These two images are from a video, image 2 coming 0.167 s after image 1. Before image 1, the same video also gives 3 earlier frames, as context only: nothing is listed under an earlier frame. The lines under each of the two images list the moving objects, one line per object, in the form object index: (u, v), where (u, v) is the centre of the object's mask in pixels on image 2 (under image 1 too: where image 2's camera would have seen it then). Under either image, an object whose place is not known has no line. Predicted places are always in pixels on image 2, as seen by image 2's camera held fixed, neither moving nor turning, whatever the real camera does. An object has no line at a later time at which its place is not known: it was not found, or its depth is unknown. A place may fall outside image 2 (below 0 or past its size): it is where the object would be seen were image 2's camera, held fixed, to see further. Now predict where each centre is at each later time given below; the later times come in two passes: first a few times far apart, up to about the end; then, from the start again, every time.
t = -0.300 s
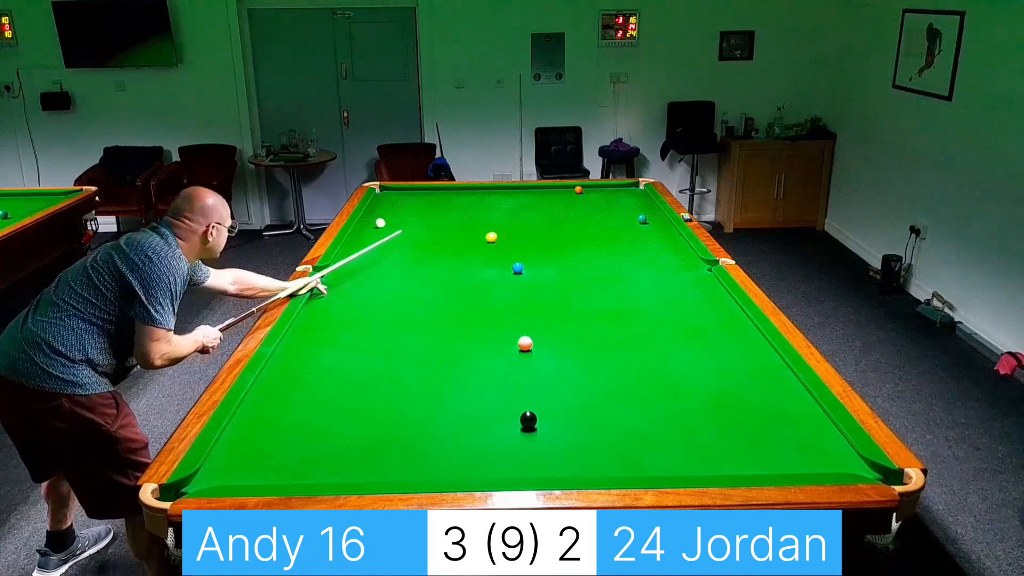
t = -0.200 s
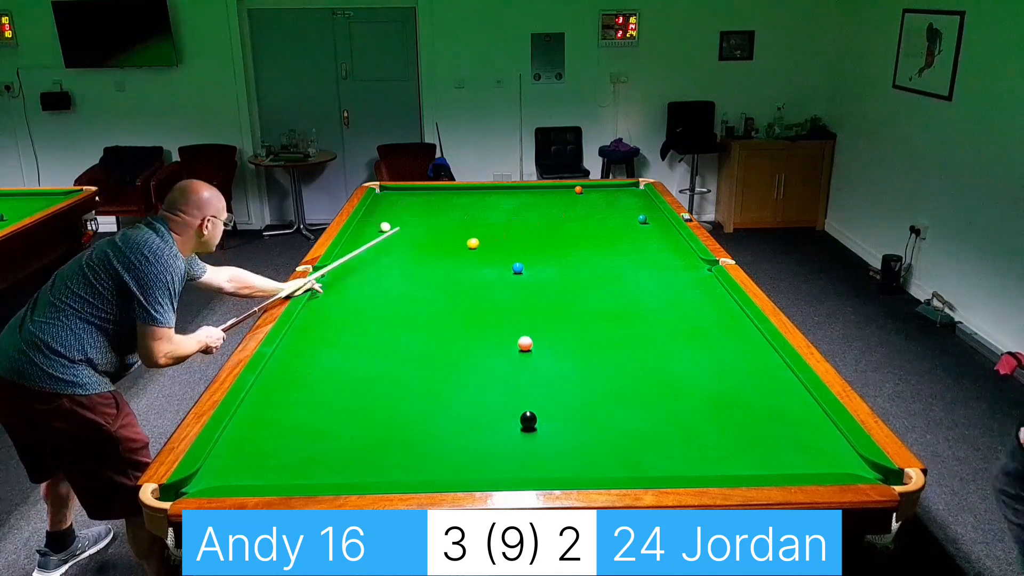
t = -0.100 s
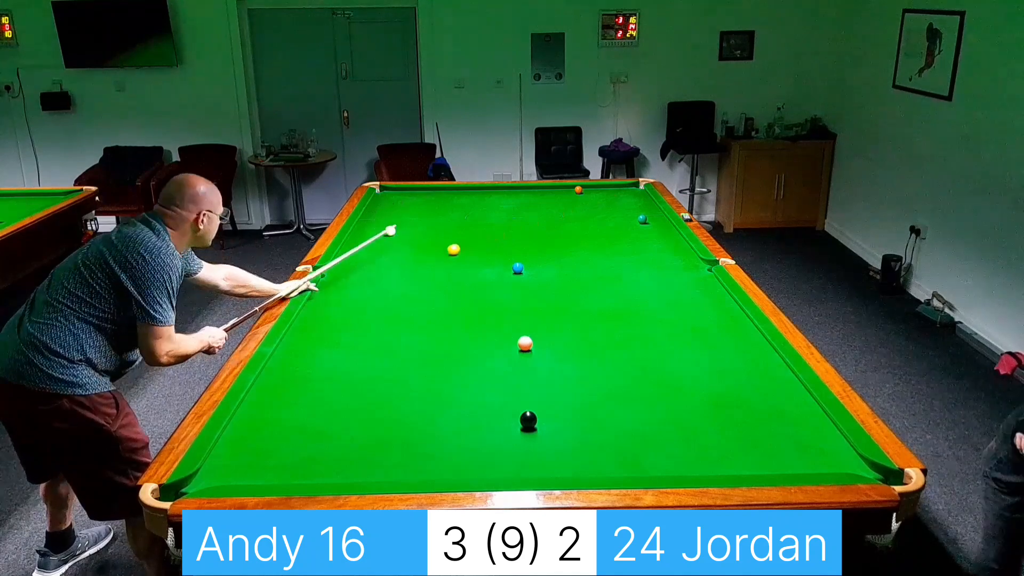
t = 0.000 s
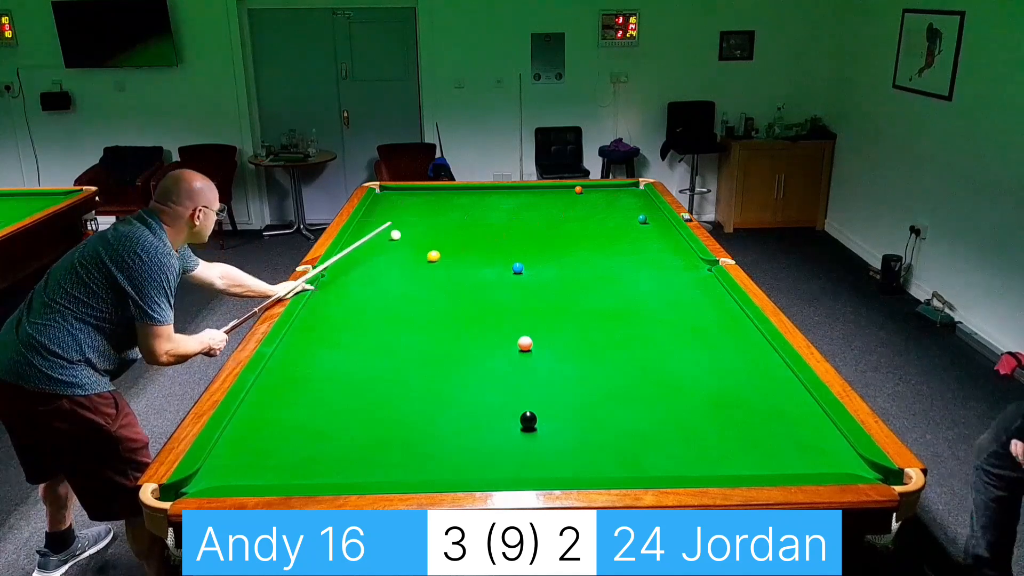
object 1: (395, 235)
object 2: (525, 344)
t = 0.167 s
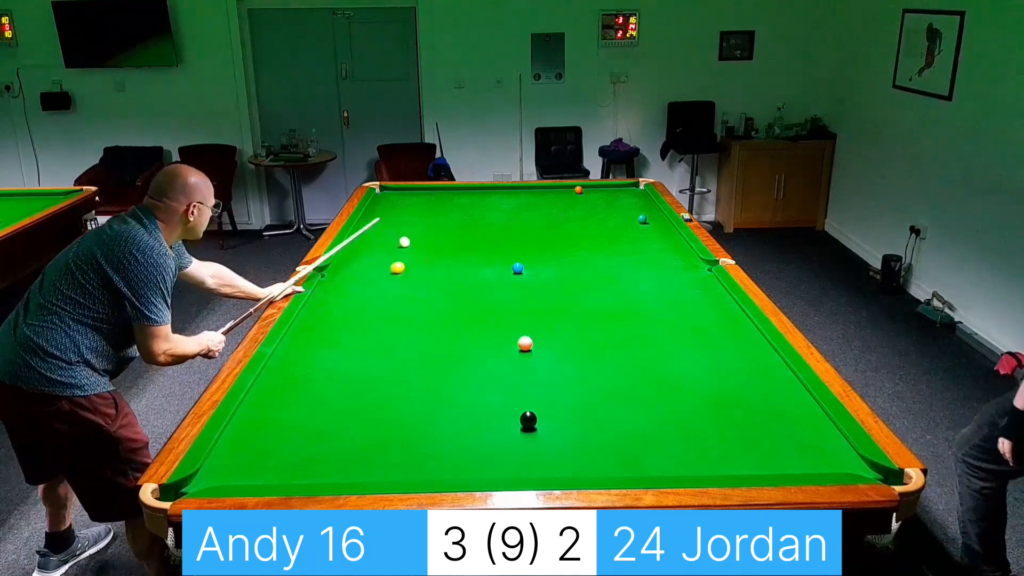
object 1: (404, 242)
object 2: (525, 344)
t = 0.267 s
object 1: (409, 246)
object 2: (525, 344)
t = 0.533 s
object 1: (425, 258)
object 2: (525, 344)
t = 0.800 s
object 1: (442, 271)
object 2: (525, 344)
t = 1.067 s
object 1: (460, 285)
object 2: (525, 344)
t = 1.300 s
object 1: (477, 298)
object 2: (525, 344)
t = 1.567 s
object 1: (498, 314)
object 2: (525, 344)
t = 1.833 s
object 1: (521, 330)
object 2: (525, 344)
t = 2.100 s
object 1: (552, 344)
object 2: (520, 349)
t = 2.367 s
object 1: (587, 354)
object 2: (512, 356)
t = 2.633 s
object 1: (622, 363)
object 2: (505, 362)
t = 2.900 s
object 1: (658, 373)
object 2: (499, 369)
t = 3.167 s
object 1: (695, 383)
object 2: (494, 375)
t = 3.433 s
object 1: (731, 393)
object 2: (489, 379)
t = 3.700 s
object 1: (768, 403)
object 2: (486, 383)
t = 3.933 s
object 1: (799, 411)
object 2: (483, 386)
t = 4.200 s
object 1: (817, 419)
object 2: (480, 389)
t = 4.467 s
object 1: (806, 426)
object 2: (479, 390)
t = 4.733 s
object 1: (795, 432)
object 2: (479, 391)
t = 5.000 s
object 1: (785, 437)
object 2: (479, 391)
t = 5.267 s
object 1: (776, 442)
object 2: (479, 391)
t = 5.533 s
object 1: (767, 446)
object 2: (479, 391)
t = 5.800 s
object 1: (760, 449)
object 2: (479, 391)
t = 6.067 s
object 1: (755, 451)
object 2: (479, 391)
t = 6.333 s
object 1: (750, 452)
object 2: (479, 391)
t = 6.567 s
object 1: (748, 453)
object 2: (479, 391)
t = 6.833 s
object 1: (746, 454)
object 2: (479, 391)
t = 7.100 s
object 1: (746, 454)
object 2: (479, 391)
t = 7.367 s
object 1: (746, 454)
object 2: (479, 391)
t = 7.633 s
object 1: (746, 454)
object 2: (479, 391)
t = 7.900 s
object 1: (746, 454)
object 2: (479, 391)
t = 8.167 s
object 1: (746, 454)
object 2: (479, 391)
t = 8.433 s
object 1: (746, 455)
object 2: (479, 391)
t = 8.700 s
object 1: (746, 454)
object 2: (479, 391)
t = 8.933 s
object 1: (746, 454)
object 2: (479, 391)
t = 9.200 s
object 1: (746, 455)
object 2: (479, 391)
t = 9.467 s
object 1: (746, 455)
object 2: (479, 391)
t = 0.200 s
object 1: (406, 243)
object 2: (525, 344)
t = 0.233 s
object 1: (408, 245)
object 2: (525, 344)
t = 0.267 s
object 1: (409, 246)
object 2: (525, 344)
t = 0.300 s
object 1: (411, 248)
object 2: (525, 344)
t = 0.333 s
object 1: (413, 249)
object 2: (525, 344)
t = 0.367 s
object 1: (415, 251)
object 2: (525, 344)
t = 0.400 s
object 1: (417, 252)
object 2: (525, 344)
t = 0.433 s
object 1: (419, 254)
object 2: (525, 344)
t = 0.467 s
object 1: (421, 255)
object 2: (525, 344)
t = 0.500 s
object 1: (423, 257)
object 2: (525, 344)
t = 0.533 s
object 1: (425, 258)
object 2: (525, 344)
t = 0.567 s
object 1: (427, 260)
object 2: (525, 344)
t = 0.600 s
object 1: (429, 262)
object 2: (525, 344)
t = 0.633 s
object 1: (431, 263)
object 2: (525, 344)
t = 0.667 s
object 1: (434, 265)
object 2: (525, 344)
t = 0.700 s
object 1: (436, 266)
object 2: (525, 344)
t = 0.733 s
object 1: (438, 268)
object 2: (525, 344)
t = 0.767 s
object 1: (440, 270)
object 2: (525, 344)
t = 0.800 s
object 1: (442, 271)
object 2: (525, 344)
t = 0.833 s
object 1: (444, 273)
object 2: (525, 344)
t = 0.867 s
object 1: (446, 275)
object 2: (525, 344)
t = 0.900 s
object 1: (449, 277)
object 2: (525, 344)
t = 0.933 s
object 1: (451, 278)
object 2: (525, 344)
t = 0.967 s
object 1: (453, 280)
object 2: (525, 344)
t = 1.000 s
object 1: (456, 282)
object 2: (525, 344)
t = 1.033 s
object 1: (458, 284)
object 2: (525, 344)
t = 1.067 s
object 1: (460, 285)
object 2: (525, 344)
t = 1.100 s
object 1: (462, 287)
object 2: (525, 344)
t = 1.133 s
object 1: (465, 289)
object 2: (525, 344)
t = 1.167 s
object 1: (467, 291)
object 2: (525, 344)
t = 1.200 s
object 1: (470, 292)
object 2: (525, 344)
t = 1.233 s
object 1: (472, 294)
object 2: (525, 344)
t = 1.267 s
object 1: (475, 296)
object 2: (525, 344)
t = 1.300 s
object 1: (477, 298)
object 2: (525, 344)
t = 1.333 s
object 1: (480, 300)
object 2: (525, 344)
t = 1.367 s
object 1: (482, 302)
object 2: (525, 344)
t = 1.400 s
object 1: (485, 304)
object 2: (525, 344)
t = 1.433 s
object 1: (488, 306)
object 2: (525, 344)
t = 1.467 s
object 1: (490, 308)
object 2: (525, 344)
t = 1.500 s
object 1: (493, 310)
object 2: (525, 344)
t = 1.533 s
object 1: (496, 312)
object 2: (525, 344)
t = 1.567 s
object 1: (498, 314)
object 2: (525, 344)
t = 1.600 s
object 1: (501, 316)
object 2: (525, 344)
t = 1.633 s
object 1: (504, 318)
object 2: (525, 344)
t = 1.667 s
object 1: (507, 320)
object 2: (525, 344)
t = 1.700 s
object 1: (509, 323)
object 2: (525, 344)
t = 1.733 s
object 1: (512, 325)
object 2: (525, 344)
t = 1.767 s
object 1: (515, 327)
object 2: (525, 344)
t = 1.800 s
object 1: (518, 329)
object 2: (525, 344)
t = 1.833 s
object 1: (521, 330)
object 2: (525, 344)
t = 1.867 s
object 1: (524, 331)
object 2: (525, 344)
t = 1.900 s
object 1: (528, 333)
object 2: (525, 345)
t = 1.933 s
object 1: (532, 336)
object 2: (525, 344)
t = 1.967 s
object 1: (535, 339)
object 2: (524, 345)
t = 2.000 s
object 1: (539, 340)
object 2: (523, 346)
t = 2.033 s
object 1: (543, 341)
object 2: (522, 347)
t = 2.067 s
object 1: (547, 342)
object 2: (521, 348)
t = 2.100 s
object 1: (552, 344)
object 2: (520, 349)
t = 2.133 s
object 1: (556, 345)
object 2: (519, 350)
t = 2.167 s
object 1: (560, 346)
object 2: (518, 350)
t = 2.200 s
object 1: (565, 347)
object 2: (517, 351)
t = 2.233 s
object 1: (569, 349)
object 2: (516, 352)
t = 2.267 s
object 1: (573, 350)
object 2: (515, 353)
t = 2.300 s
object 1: (578, 351)
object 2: (514, 354)
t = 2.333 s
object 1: (582, 352)
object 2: (513, 355)
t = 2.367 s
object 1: (587, 354)
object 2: (512, 356)
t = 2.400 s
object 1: (591, 355)
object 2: (511, 357)
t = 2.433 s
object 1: (596, 356)
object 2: (510, 357)
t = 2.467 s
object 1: (600, 357)
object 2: (510, 358)
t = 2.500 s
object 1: (604, 358)
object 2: (509, 359)
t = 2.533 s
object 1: (609, 360)
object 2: (508, 360)
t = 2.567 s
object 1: (613, 361)
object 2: (507, 361)
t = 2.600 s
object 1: (618, 362)
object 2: (506, 362)
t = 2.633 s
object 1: (622, 363)
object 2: (505, 362)
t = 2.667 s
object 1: (627, 365)
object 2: (504, 363)
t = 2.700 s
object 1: (631, 366)
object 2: (504, 364)
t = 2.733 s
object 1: (636, 367)
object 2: (503, 365)
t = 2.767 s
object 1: (640, 368)
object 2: (502, 366)
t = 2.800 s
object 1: (645, 370)
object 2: (501, 366)
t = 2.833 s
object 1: (649, 371)
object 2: (501, 367)
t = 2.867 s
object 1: (654, 372)
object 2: (500, 368)
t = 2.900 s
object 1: (658, 373)
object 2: (499, 369)
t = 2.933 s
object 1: (663, 375)
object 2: (499, 370)
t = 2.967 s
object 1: (667, 376)
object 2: (498, 370)
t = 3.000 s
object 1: (672, 377)
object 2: (497, 371)
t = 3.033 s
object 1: (676, 378)
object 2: (497, 371)
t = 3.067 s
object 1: (681, 380)
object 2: (496, 372)
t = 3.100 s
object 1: (686, 381)
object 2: (495, 373)
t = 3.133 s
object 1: (690, 382)
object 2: (495, 374)
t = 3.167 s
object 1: (695, 383)
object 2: (494, 375)
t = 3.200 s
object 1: (699, 384)
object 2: (493, 375)
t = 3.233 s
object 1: (704, 385)
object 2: (493, 376)
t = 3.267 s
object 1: (708, 387)
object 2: (492, 376)
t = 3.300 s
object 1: (713, 388)
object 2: (492, 377)
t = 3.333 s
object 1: (718, 389)
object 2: (491, 377)
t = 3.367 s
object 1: (722, 391)
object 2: (491, 378)
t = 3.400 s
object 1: (727, 391)
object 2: (490, 378)
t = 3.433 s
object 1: (731, 393)
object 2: (489, 379)
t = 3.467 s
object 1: (736, 394)
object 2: (489, 380)
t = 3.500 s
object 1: (741, 395)
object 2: (488, 380)
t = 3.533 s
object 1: (745, 397)
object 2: (488, 381)
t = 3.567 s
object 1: (750, 398)
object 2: (487, 381)
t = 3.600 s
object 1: (754, 399)
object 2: (487, 382)
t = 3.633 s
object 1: (759, 400)
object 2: (486, 382)
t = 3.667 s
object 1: (763, 402)
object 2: (486, 383)
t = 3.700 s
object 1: (768, 403)
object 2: (486, 383)
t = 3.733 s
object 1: (772, 404)
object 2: (485, 384)
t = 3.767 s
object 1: (777, 405)
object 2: (485, 384)
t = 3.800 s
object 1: (781, 406)
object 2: (484, 385)
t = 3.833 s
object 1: (786, 408)
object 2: (484, 385)
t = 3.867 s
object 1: (790, 409)
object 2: (483, 386)
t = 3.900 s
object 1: (794, 410)
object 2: (483, 386)
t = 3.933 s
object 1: (799, 411)
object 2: (483, 386)
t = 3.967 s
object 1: (803, 412)
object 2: (482, 387)
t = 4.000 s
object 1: (808, 413)
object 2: (482, 387)
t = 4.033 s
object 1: (812, 415)
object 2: (482, 387)
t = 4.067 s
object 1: (816, 415)
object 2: (481, 388)
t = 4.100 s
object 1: (820, 417)
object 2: (481, 388)
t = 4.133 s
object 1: (820, 418)
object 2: (481, 388)
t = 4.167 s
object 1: (818, 419)
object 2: (481, 389)
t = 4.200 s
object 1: (817, 419)
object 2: (480, 389)
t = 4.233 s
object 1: (815, 420)
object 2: (480, 389)
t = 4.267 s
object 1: (814, 421)
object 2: (480, 389)
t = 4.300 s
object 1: (812, 422)
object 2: (480, 390)
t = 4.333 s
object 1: (811, 423)
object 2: (480, 390)
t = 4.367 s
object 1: (810, 424)
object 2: (480, 390)
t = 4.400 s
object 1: (808, 425)
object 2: (479, 390)
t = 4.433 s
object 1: (807, 425)
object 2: (479, 390)
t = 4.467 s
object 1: (806, 426)
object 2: (479, 390)
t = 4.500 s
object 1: (804, 427)
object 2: (479, 391)
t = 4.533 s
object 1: (803, 428)
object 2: (479, 391)
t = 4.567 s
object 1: (801, 428)
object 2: (479, 391)
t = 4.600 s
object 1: (800, 429)
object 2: (479, 391)
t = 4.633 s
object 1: (799, 430)
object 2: (479, 391)
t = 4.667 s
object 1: (797, 430)
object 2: (479, 391)
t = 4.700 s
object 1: (796, 431)
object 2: (479, 391)
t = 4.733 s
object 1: (795, 432)
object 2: (479, 391)
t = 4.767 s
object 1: (793, 433)
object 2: (479, 391)
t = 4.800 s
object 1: (792, 434)
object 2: (479, 391)
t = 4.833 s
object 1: (791, 434)
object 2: (479, 391)
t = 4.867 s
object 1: (790, 435)
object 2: (479, 391)
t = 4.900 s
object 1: (788, 436)
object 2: (479, 391)
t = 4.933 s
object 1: (787, 436)
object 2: (479, 391)
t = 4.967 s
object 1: (786, 437)
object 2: (479, 391)
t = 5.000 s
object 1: (785, 437)
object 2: (479, 391)
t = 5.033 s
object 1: (784, 438)
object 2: (479, 391)
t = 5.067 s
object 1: (782, 439)
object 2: (479, 391)
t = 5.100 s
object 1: (781, 439)
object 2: (479, 391)
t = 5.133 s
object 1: (780, 440)
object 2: (479, 391)
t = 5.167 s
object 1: (779, 440)
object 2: (479, 391)
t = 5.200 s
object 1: (778, 441)
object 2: (479, 391)
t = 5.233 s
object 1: (777, 442)
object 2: (479, 391)
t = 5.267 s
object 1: (776, 442)
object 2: (479, 391)
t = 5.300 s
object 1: (774, 443)
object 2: (479, 391)
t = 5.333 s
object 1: (773, 443)
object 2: (479, 391)
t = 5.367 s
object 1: (772, 444)
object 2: (479, 391)
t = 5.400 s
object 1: (771, 444)
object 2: (479, 391)
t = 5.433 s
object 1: (770, 444)
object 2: (479, 391)
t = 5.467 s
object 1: (769, 445)
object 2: (479, 391)
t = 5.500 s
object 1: (768, 445)
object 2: (479, 391)
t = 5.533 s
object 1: (767, 446)
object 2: (479, 391)
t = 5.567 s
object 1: (766, 446)
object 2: (479, 391)
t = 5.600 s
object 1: (765, 447)
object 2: (479, 391)
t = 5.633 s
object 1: (764, 447)
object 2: (479, 391)
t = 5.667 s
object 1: (764, 447)
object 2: (479, 391)
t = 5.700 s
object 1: (763, 448)
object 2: (479, 391)
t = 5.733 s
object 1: (762, 448)
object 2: (479, 391)
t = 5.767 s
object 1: (761, 449)
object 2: (479, 391)
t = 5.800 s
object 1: (760, 449)
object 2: (479, 391)
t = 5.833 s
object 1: (760, 449)
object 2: (479, 391)
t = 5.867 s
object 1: (759, 449)
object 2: (479, 391)
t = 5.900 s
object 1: (758, 450)
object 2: (479, 391)
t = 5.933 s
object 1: (757, 450)
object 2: (479, 391)
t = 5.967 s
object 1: (757, 450)
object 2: (479, 391)
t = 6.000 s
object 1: (756, 451)
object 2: (479, 391)
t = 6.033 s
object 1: (756, 451)
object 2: (479, 391)
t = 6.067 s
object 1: (755, 451)
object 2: (479, 391)
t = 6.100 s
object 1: (754, 451)
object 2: (479, 391)
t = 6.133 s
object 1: (754, 451)
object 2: (479, 391)
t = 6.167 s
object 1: (753, 452)
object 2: (479, 391)
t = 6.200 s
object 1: (752, 452)
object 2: (479, 391)
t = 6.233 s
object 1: (752, 452)
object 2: (479, 391)
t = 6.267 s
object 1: (751, 452)
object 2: (479, 391)
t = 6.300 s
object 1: (751, 452)
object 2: (479, 391)
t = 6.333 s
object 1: (750, 452)
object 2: (479, 391)
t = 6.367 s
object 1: (750, 453)
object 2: (479, 391)
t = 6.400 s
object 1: (750, 453)
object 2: (479, 391)
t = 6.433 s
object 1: (749, 453)
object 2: (479, 391)
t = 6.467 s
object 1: (749, 453)
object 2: (479, 391)
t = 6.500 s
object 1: (748, 453)
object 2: (479, 391)
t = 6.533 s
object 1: (748, 453)
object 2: (479, 391)
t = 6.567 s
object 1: (748, 453)
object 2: (479, 391)
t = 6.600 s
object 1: (748, 453)
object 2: (479, 391)
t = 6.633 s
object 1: (747, 453)
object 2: (479, 391)
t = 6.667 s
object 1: (747, 453)
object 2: (479, 391)
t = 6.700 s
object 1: (747, 453)
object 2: (479, 391)
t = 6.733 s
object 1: (747, 454)
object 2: (479, 391)
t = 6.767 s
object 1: (746, 454)
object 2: (479, 391)
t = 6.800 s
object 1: (746, 454)
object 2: (479, 391)
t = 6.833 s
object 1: (746, 454)
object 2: (479, 391)
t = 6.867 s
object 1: (746, 454)
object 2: (479, 391)
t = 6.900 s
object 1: (746, 454)
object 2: (479, 391)
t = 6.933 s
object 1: (746, 454)
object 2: (479, 391)
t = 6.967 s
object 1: (746, 454)
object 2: (479, 391)
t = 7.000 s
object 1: (746, 454)
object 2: (479, 391)
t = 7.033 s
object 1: (746, 454)
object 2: (479, 391)
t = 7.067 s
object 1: (746, 454)
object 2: (479, 391)
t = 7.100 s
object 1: (746, 454)
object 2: (479, 391)
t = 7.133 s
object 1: (746, 454)
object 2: (479, 391)
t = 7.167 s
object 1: (746, 454)
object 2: (479, 391)
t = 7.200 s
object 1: (746, 454)
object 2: (479, 391)
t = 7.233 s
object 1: (746, 454)
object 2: (479, 391)
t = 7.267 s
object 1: (746, 454)
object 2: (479, 391)
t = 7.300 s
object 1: (746, 454)
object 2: (479, 391)
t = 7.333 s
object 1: (746, 454)
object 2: (479, 391)
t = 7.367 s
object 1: (746, 454)
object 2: (479, 391)
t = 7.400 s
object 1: (746, 454)
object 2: (479, 391)
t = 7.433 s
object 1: (746, 454)
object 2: (479, 391)
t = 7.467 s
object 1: (746, 454)
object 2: (479, 391)
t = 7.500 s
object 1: (746, 454)
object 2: (479, 391)
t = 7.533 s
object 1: (746, 454)
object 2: (479, 391)
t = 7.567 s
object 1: (746, 454)
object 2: (479, 391)
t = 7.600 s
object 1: (746, 454)
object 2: (479, 391)
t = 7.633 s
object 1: (746, 454)
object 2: (479, 391)
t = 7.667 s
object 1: (746, 454)
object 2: (479, 391)
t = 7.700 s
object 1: (746, 454)
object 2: (479, 391)
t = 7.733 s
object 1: (746, 454)
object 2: (479, 391)
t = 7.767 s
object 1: (746, 454)
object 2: (479, 391)
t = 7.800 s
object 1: (746, 454)
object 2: (479, 391)
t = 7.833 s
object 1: (746, 454)
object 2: (479, 391)
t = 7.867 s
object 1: (746, 454)
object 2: (479, 391)
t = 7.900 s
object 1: (746, 454)
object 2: (479, 391)
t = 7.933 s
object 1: (746, 454)
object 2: (479, 391)
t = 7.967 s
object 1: (746, 454)
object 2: (479, 391)
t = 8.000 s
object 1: (746, 454)
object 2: (479, 391)
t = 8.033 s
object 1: (746, 454)
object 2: (479, 391)
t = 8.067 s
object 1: (746, 454)
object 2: (479, 391)
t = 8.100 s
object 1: (746, 454)
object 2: (479, 391)
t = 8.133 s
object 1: (746, 454)
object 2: (479, 391)
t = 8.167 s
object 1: (746, 454)
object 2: (479, 391)
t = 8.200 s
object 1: (746, 454)
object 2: (479, 391)
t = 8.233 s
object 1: (746, 454)
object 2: (479, 391)
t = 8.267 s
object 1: (746, 454)
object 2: (479, 391)
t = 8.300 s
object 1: (746, 454)
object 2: (479, 391)
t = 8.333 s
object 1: (746, 454)
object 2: (479, 391)
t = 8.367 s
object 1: (746, 454)
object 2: (479, 391)
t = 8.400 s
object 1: (746, 454)
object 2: (479, 391)
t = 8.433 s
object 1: (746, 455)
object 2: (479, 391)
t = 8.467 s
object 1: (746, 454)
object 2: (479, 391)
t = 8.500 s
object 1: (746, 454)
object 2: (479, 391)
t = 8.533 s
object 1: (746, 454)
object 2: (479, 391)
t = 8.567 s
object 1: (746, 454)
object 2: (479, 391)
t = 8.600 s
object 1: (746, 454)
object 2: (479, 391)
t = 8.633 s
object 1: (746, 454)
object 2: (479, 391)
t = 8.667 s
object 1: (746, 454)
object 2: (479, 391)
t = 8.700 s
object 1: (746, 454)
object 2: (479, 391)
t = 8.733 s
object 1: (746, 454)
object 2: (479, 391)
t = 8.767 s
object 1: (746, 454)
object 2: (479, 391)
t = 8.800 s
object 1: (746, 454)
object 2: (479, 391)
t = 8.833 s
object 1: (746, 454)
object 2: (479, 391)
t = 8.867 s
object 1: (746, 454)
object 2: (479, 391)
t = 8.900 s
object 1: (746, 454)
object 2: (479, 391)
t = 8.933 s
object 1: (746, 454)
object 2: (479, 391)
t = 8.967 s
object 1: (746, 454)
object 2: (479, 391)
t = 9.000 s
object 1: (746, 454)
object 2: (479, 391)
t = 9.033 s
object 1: (746, 454)
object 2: (479, 391)
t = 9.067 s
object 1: (746, 454)
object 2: (479, 391)
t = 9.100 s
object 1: (746, 455)
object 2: (479, 391)
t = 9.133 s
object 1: (746, 455)
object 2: (479, 391)
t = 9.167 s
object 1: (746, 455)
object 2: (479, 391)
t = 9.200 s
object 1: (746, 455)
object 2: (479, 391)
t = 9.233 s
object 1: (746, 455)
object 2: (479, 391)
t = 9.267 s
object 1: (746, 455)
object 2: (479, 391)
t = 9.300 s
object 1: (746, 455)
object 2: (479, 391)
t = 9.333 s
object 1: (746, 455)
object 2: (479, 391)
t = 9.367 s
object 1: (746, 455)
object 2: (479, 391)
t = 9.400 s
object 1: (746, 455)
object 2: (479, 391)
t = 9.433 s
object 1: (746, 455)
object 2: (479, 391)
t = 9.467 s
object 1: (746, 455)
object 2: (479, 391)
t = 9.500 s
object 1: (746, 455)
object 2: (479, 391)
